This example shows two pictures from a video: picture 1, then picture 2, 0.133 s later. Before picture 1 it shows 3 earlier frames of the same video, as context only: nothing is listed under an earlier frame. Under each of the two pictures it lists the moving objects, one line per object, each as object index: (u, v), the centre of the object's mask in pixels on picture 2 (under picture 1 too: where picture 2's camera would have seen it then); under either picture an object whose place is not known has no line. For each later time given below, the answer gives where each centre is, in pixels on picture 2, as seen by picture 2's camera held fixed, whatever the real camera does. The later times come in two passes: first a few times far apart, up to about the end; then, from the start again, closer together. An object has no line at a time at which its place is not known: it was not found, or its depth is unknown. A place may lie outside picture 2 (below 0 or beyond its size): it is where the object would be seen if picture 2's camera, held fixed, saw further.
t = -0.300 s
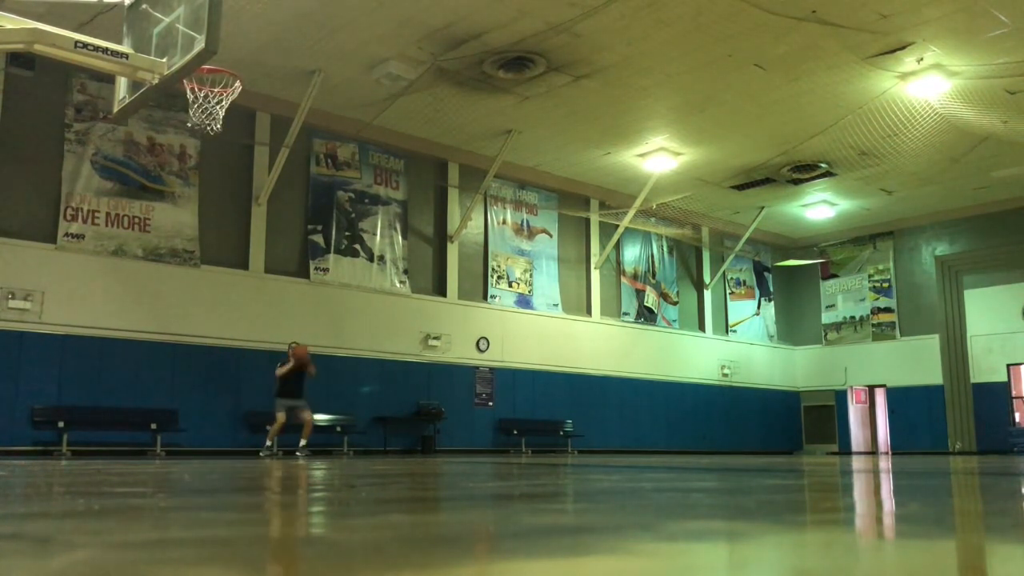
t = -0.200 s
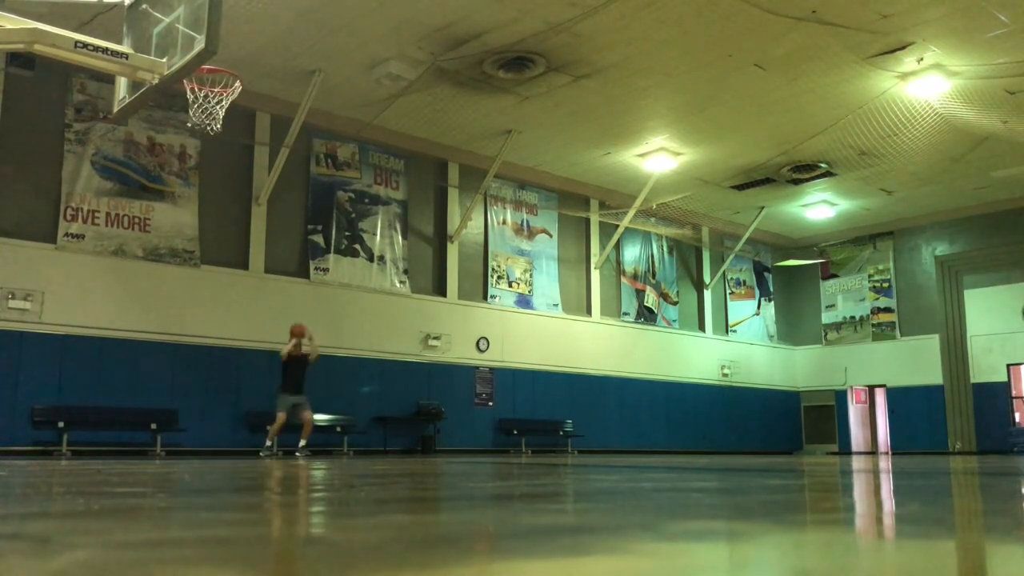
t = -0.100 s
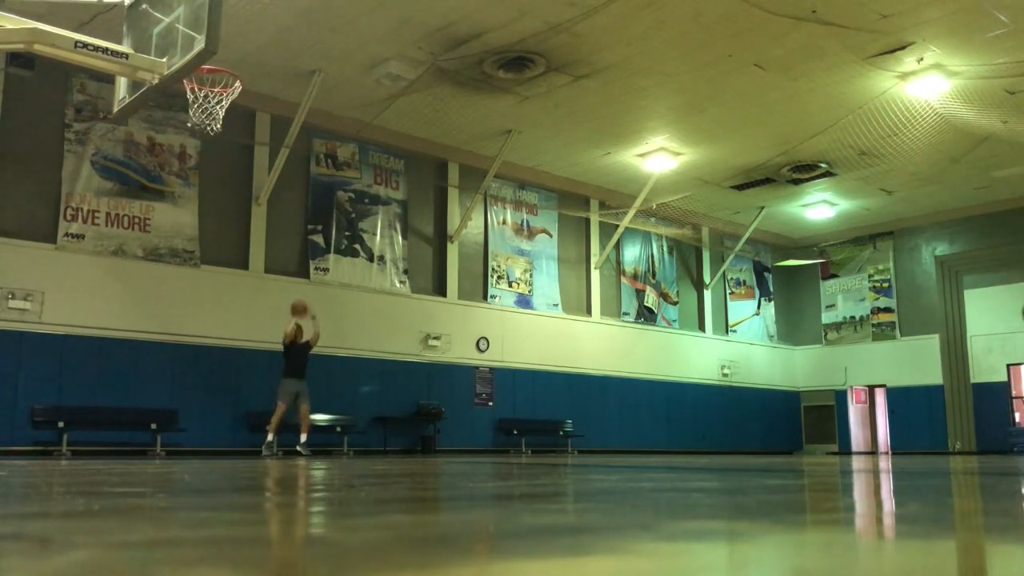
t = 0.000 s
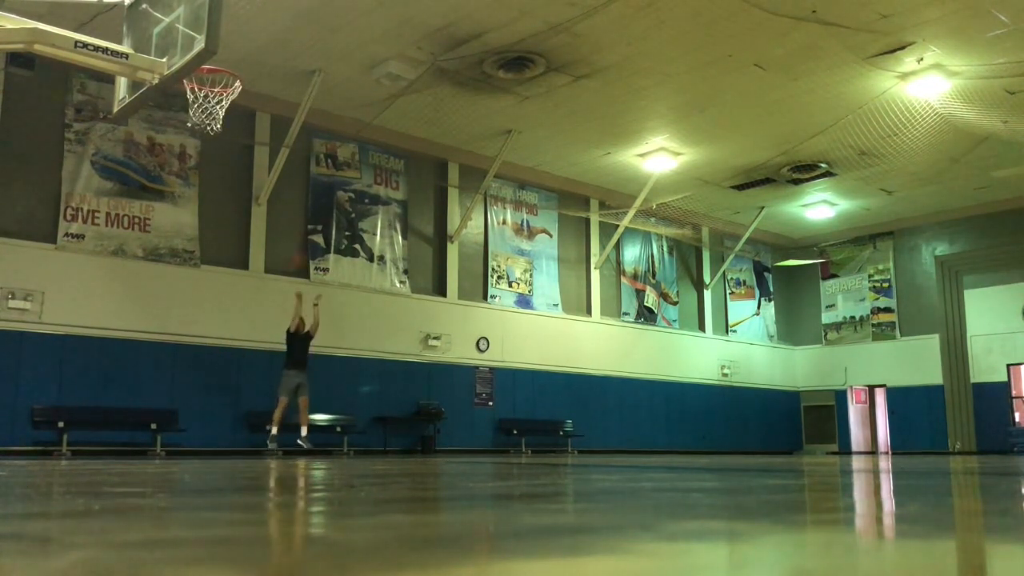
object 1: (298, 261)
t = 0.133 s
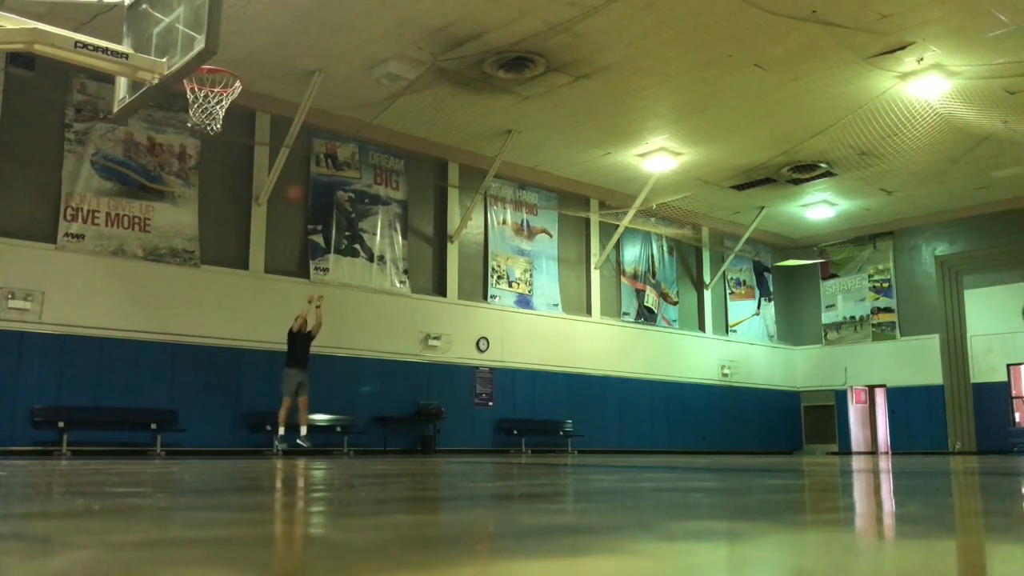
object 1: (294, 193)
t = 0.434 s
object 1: (282, 78)
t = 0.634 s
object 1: (270, 28)
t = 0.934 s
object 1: (247, 7)
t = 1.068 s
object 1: (233, 17)
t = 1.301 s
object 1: (211, 82)
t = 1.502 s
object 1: (195, 91)
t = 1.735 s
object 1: (207, 119)
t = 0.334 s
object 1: (286, 110)
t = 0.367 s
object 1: (285, 99)
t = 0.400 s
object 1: (284, 90)
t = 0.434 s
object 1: (282, 78)
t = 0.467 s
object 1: (280, 69)
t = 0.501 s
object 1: (278, 59)
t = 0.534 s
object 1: (277, 49)
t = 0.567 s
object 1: (275, 43)
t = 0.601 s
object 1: (272, 35)
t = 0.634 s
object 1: (270, 28)
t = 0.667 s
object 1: (268, 22)
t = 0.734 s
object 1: (263, 11)
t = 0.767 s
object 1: (261, 9)
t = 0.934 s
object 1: (247, 7)
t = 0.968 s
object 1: (243, 8)
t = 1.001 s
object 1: (240, 9)
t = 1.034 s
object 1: (236, 12)
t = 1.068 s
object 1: (233, 17)
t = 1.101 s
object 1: (231, 24)
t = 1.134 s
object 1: (228, 33)
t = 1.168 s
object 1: (225, 42)
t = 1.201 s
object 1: (220, 54)
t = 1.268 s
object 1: (208, 78)
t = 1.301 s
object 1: (211, 82)
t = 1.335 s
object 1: (207, 84)
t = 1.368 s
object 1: (202, 96)
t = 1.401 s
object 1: (199, 96)
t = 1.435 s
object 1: (195, 93)
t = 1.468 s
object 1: (195, 93)
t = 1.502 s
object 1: (195, 91)
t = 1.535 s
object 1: (196, 90)
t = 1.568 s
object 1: (197, 91)
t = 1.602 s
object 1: (197, 93)
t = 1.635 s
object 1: (200, 101)
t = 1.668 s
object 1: (202, 102)
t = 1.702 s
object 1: (205, 114)
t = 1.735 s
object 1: (207, 119)
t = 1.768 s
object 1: (206, 129)
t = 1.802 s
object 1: (207, 135)
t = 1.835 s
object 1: (210, 139)
